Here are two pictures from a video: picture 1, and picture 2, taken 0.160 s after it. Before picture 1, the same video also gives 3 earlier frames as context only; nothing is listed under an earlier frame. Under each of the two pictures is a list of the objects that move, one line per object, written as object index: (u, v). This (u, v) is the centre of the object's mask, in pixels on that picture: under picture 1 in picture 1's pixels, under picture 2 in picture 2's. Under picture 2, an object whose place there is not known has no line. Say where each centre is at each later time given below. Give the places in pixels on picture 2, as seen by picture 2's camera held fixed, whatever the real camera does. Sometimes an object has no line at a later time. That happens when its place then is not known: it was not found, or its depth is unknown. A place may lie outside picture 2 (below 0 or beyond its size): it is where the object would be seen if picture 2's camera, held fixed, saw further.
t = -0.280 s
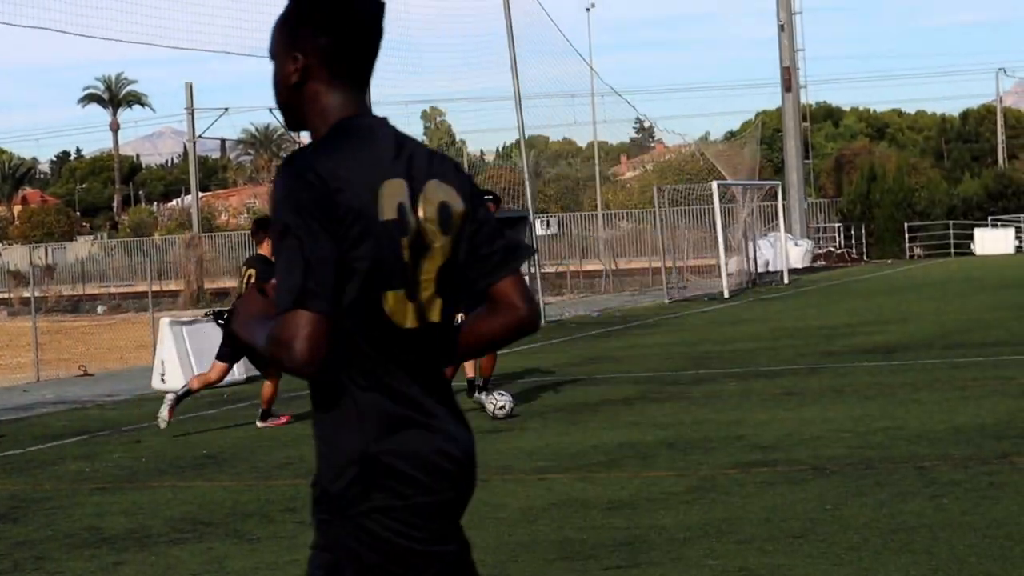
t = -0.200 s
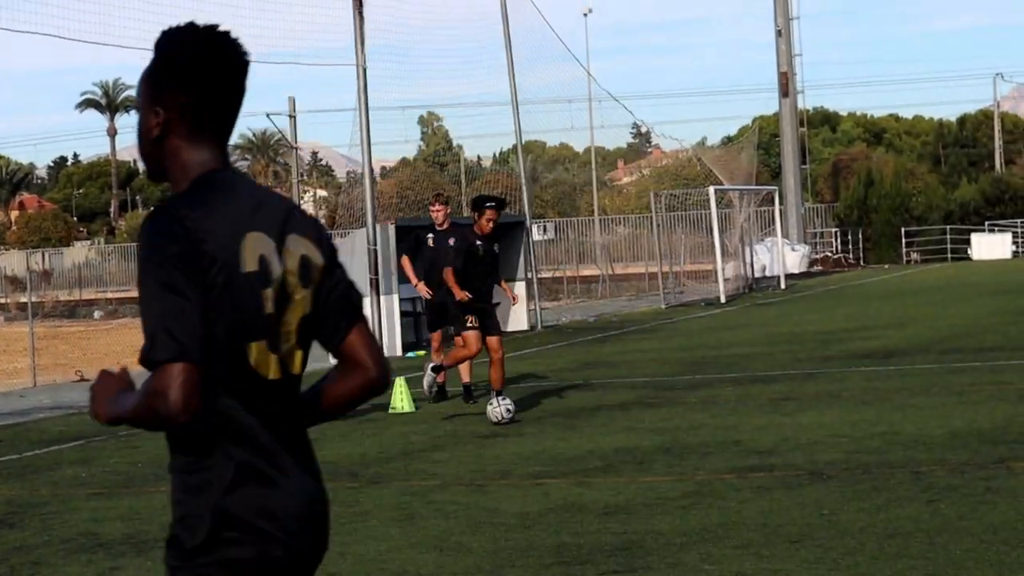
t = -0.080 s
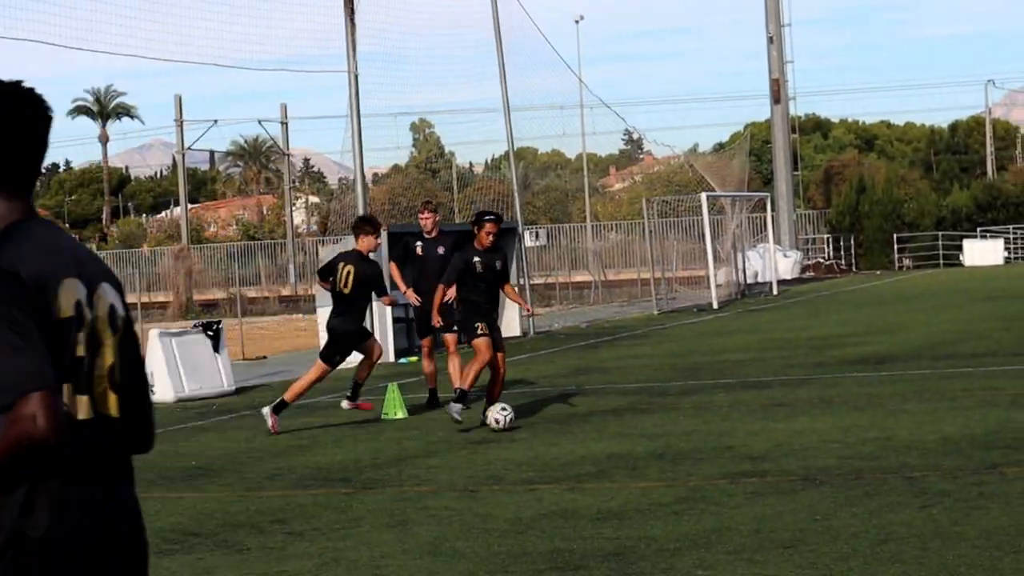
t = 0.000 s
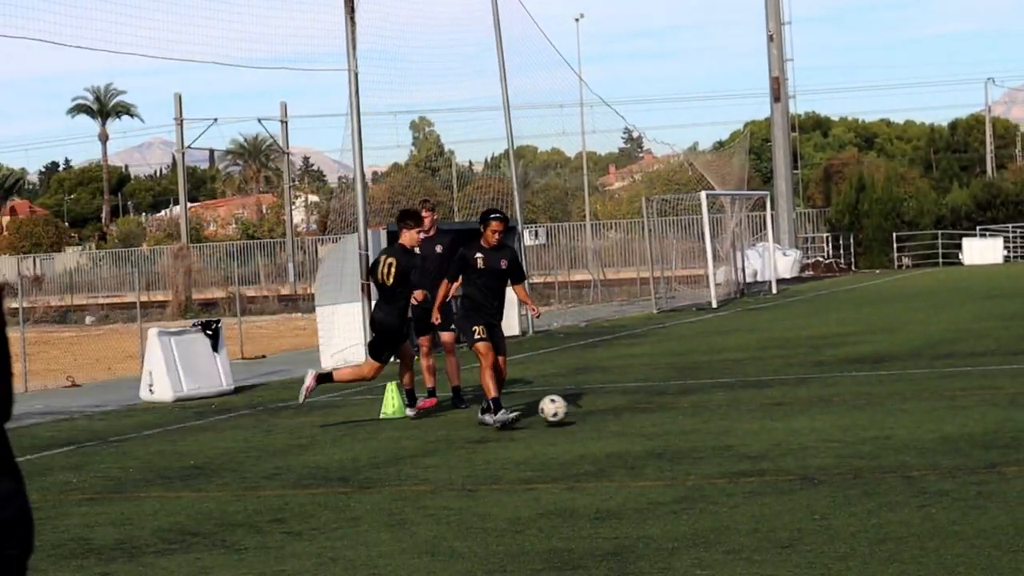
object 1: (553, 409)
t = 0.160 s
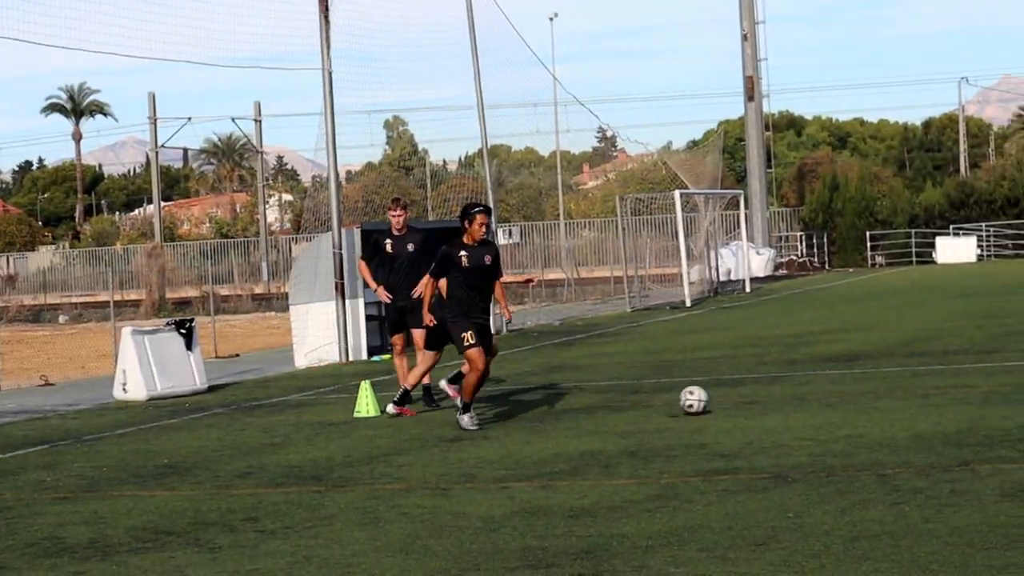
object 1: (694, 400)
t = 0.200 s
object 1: (730, 395)
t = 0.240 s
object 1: (766, 392)
